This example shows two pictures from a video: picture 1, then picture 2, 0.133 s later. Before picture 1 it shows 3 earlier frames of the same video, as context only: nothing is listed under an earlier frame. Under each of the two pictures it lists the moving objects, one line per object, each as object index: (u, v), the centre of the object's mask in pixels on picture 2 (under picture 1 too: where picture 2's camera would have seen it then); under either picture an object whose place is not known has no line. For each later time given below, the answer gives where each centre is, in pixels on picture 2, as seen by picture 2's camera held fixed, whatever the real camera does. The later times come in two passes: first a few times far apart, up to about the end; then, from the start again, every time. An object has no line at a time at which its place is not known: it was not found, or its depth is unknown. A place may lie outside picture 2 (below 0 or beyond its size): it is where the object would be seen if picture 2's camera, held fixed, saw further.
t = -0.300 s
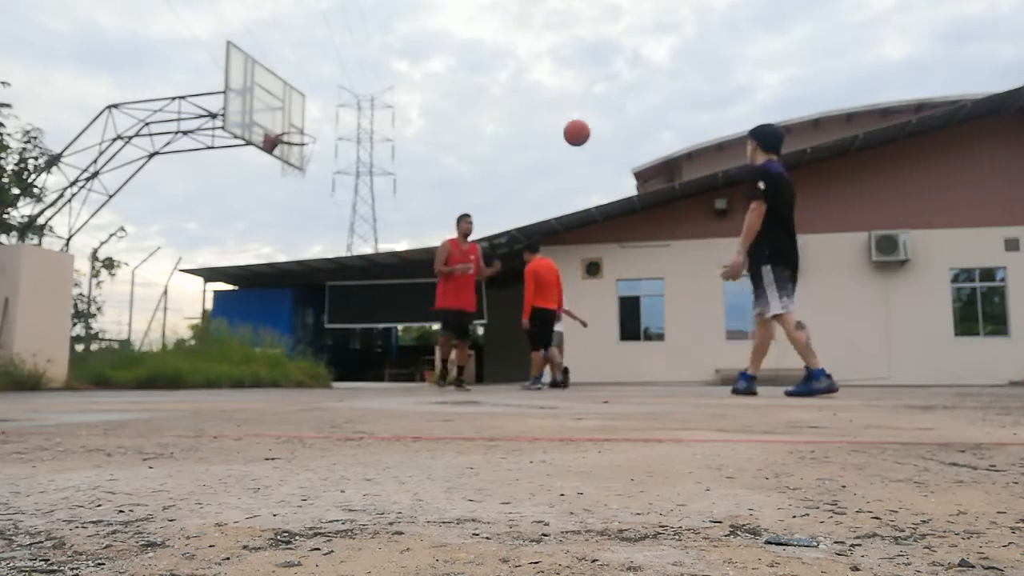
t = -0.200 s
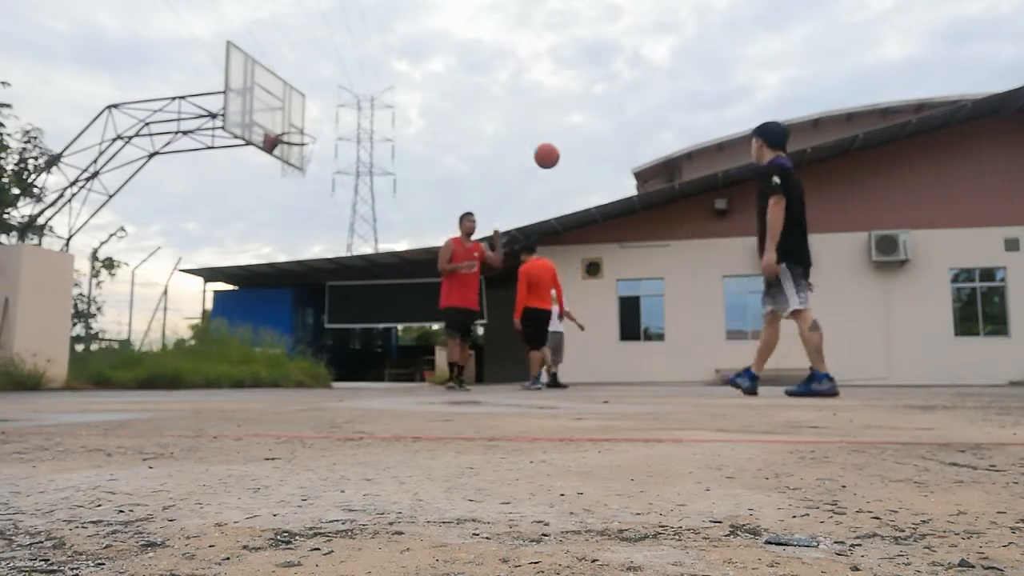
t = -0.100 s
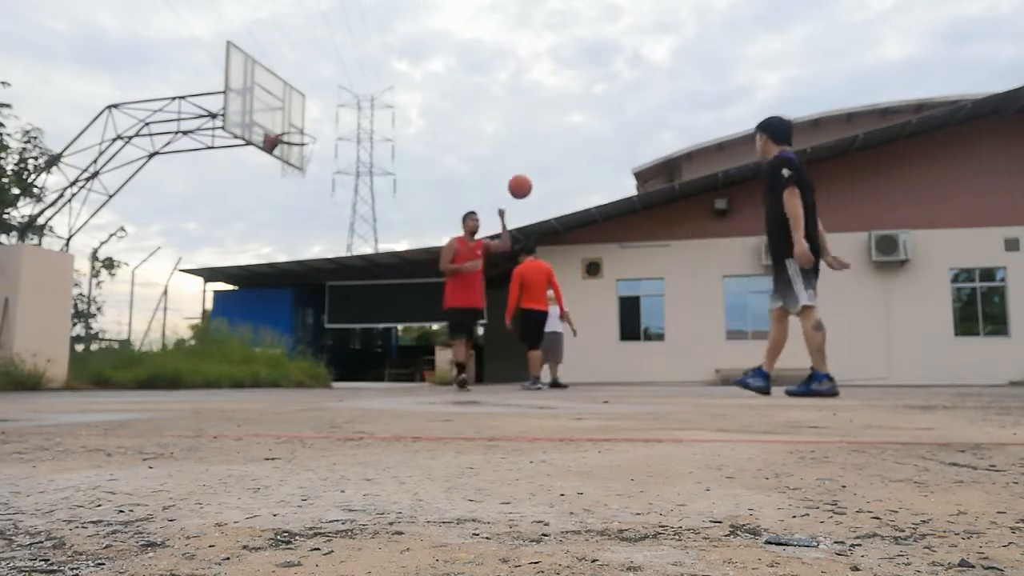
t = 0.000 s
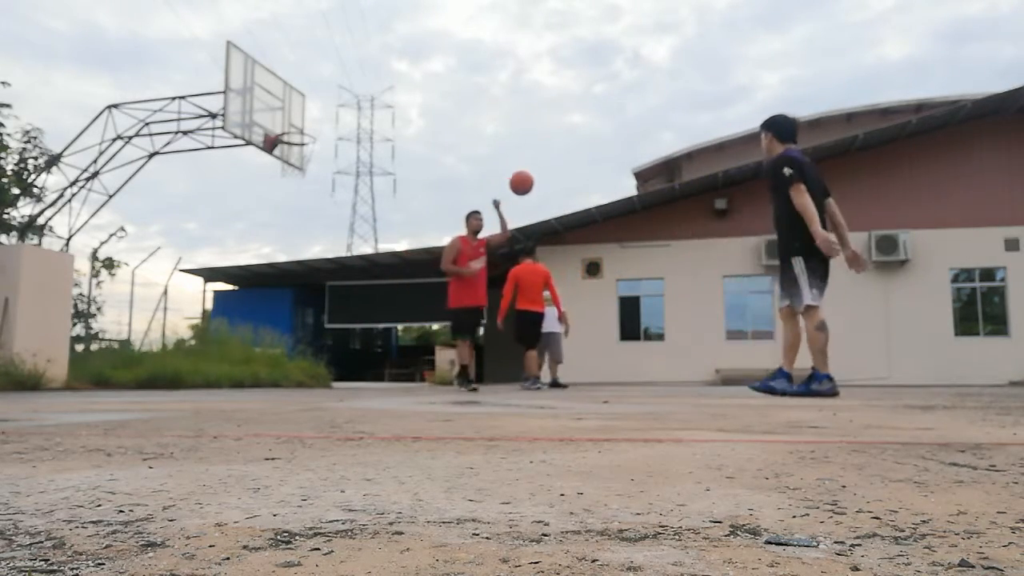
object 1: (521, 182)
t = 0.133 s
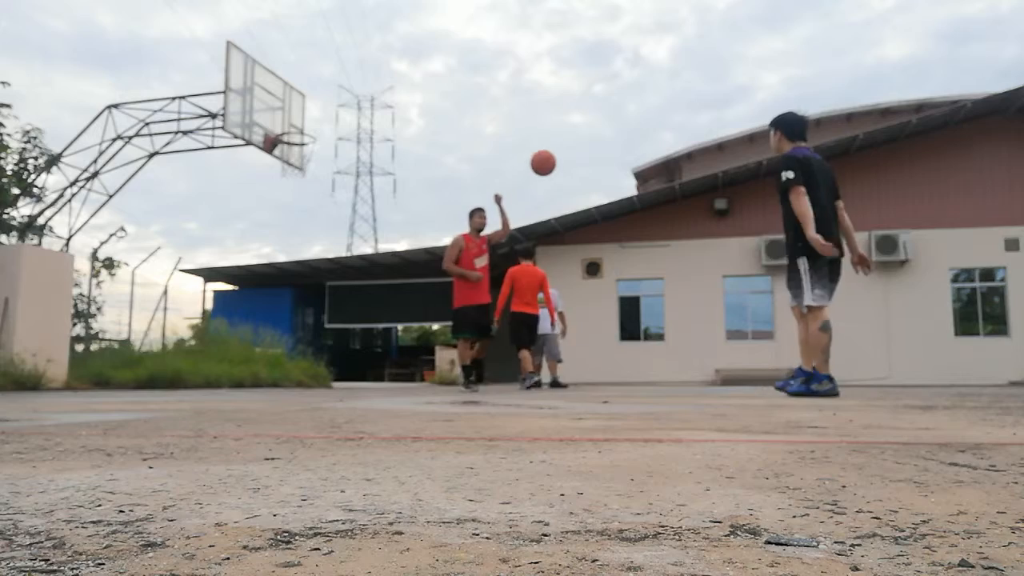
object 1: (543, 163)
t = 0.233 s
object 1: (560, 159)
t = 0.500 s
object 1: (613, 206)
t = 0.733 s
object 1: (668, 330)
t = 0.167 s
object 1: (548, 160)
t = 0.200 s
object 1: (554, 159)
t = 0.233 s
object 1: (560, 159)
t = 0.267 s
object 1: (566, 160)
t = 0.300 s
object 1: (572, 163)
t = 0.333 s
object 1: (579, 166)
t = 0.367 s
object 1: (585, 171)
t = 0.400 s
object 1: (592, 178)
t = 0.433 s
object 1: (598, 185)
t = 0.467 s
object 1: (605, 193)
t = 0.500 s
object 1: (613, 206)
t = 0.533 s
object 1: (620, 217)
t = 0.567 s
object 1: (627, 232)
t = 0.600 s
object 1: (635, 248)
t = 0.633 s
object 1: (643, 266)
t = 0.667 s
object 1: (651, 285)
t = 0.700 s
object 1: (659, 307)
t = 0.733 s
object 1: (668, 330)
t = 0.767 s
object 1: (676, 356)
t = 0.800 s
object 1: (685, 378)
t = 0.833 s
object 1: (695, 354)
